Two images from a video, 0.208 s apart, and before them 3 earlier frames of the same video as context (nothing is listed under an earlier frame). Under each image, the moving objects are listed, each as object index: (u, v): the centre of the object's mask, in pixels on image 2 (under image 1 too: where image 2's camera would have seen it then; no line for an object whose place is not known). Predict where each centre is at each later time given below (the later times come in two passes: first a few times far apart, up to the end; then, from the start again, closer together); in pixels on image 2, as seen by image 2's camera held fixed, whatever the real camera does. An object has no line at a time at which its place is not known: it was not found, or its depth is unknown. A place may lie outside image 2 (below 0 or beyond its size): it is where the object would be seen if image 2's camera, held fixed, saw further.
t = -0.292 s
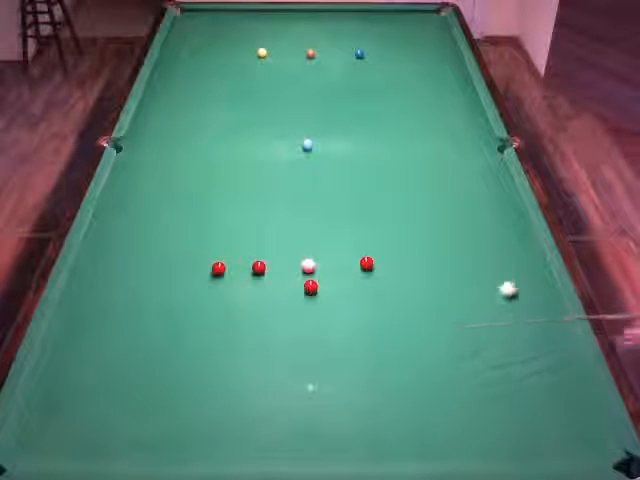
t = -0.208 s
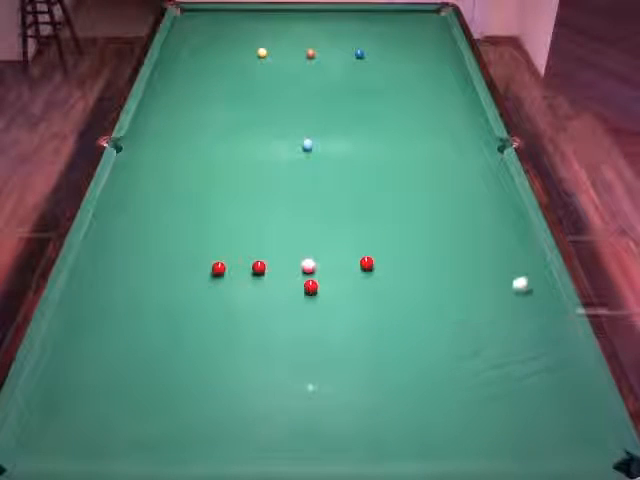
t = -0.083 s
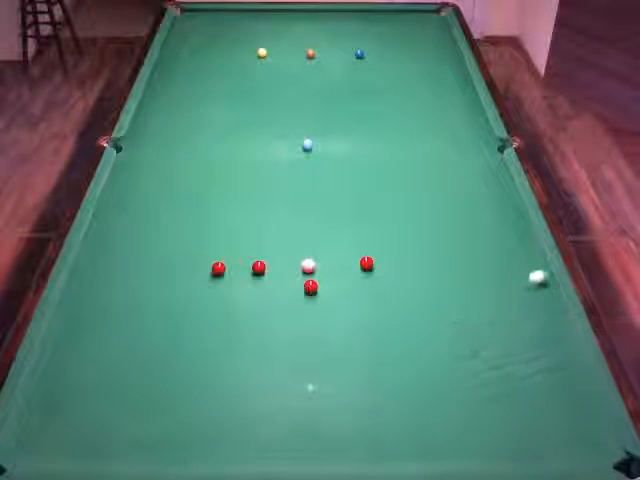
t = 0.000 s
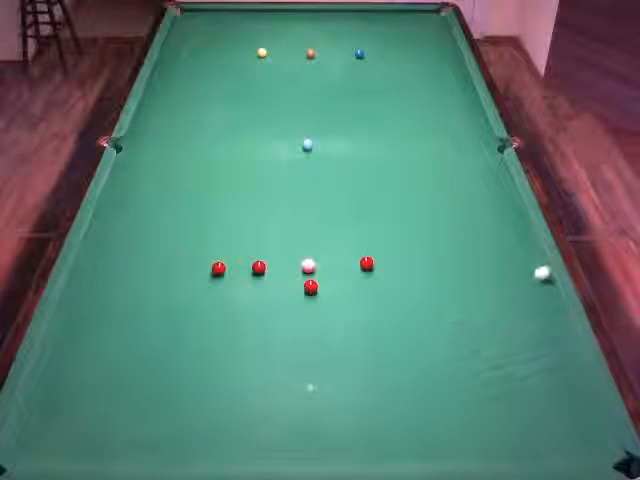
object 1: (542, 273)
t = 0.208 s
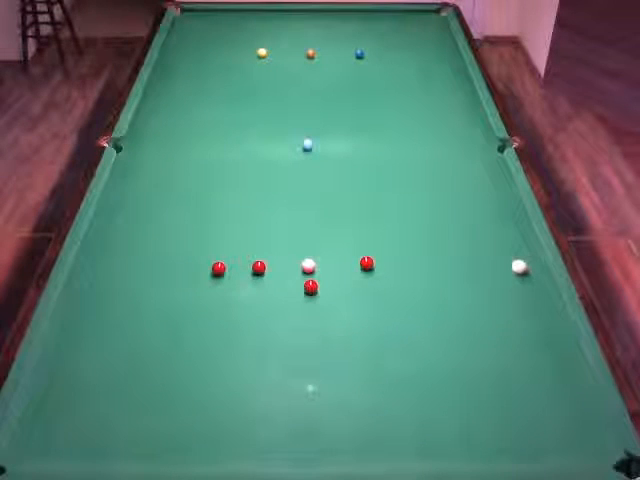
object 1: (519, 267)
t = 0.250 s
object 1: (514, 266)
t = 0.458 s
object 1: (495, 260)
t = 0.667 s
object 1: (475, 256)
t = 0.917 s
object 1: (452, 248)
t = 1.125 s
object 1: (436, 244)
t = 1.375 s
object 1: (418, 239)
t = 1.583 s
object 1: (405, 235)
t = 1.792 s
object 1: (392, 232)
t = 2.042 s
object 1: (380, 228)
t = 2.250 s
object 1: (371, 225)
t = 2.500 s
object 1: (360, 222)
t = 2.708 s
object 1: (353, 221)
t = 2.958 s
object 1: (347, 219)
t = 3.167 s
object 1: (343, 217)
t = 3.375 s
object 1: (340, 216)
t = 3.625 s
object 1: (337, 216)
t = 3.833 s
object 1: (336, 215)
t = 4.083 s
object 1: (336, 215)
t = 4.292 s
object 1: (336, 215)
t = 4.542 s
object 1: (336, 215)
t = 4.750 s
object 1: (336, 215)
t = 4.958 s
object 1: (336, 215)
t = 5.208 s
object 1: (336, 215)
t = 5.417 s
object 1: (336, 215)
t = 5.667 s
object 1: (336, 215)
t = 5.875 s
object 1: (336, 215)
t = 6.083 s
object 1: (336, 215)
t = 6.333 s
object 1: (336, 215)
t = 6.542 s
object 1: (336, 215)
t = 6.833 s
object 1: (336, 215)
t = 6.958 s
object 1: (336, 215)
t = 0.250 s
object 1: (514, 266)
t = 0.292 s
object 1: (510, 264)
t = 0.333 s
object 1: (506, 263)
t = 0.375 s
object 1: (502, 262)
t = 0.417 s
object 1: (497, 261)
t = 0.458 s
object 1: (495, 260)
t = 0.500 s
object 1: (489, 259)
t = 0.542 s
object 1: (487, 258)
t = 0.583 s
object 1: (483, 257)
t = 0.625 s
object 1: (479, 257)
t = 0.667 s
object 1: (475, 256)
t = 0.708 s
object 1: (471, 253)
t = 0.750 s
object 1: (466, 253)
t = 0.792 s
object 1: (463, 251)
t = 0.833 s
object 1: (459, 250)
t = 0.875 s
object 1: (455, 249)
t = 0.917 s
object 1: (452, 248)
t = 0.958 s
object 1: (448, 247)
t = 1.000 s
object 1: (445, 247)
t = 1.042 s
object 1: (441, 246)
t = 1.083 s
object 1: (439, 245)
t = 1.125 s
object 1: (436, 244)
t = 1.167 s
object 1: (433, 243)
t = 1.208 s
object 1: (430, 242)
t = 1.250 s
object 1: (427, 241)
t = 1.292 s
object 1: (423, 240)
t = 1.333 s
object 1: (421, 239)
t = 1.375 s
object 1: (418, 239)
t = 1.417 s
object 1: (415, 238)
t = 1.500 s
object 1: (409, 236)
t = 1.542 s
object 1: (407, 235)
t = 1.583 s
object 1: (405, 235)
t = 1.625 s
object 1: (402, 234)
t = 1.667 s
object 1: (399, 233)
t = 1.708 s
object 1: (397, 233)
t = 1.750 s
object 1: (394, 232)
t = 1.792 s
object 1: (392, 232)
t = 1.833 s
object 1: (390, 231)
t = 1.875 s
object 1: (388, 231)
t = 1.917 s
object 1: (386, 230)
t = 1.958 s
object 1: (384, 230)
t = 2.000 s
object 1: (382, 229)
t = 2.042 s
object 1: (380, 228)
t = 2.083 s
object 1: (378, 228)
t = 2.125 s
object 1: (376, 227)
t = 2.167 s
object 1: (374, 226)
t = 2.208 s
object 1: (373, 226)
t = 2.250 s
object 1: (371, 225)
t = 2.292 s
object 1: (369, 225)
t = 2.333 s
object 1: (367, 224)
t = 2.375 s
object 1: (365, 224)
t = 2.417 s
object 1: (364, 223)
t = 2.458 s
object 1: (362, 223)
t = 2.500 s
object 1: (360, 222)
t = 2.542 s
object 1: (360, 222)
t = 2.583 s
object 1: (358, 222)
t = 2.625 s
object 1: (357, 222)
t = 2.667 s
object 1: (356, 221)
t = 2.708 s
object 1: (353, 221)
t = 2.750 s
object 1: (353, 221)
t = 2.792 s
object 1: (352, 220)
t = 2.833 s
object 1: (350, 220)
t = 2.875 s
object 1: (349, 219)
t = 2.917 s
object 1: (348, 219)
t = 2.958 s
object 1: (347, 219)
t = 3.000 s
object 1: (346, 219)
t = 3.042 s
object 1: (345, 218)
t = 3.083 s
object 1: (345, 218)
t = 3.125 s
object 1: (344, 218)
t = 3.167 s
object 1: (343, 217)
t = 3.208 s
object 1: (342, 217)
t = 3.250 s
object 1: (342, 217)
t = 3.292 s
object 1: (341, 217)
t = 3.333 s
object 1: (340, 217)
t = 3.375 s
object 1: (340, 216)
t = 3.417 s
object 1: (339, 216)
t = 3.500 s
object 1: (338, 216)
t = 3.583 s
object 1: (337, 216)
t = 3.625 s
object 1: (337, 216)
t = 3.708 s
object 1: (336, 215)
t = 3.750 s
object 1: (336, 215)
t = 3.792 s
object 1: (336, 215)
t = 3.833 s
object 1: (336, 215)
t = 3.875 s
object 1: (336, 215)
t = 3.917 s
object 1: (336, 215)
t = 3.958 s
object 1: (336, 215)
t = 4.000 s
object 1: (336, 215)
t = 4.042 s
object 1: (336, 215)
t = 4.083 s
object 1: (336, 215)
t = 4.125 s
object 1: (336, 215)
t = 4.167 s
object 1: (336, 215)
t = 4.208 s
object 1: (336, 215)
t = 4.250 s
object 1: (336, 215)
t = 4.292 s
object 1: (336, 215)
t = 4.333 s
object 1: (336, 215)
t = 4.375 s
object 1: (336, 215)
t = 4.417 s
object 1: (336, 215)
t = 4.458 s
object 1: (336, 215)
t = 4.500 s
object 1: (336, 215)
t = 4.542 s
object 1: (336, 215)
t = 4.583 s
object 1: (336, 215)
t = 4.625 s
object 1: (336, 215)
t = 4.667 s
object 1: (336, 215)
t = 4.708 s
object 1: (336, 215)
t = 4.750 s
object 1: (336, 215)
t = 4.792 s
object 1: (336, 215)
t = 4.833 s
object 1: (336, 215)
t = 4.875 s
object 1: (336, 215)
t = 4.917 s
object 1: (336, 215)
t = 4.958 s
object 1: (336, 215)
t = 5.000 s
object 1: (336, 215)
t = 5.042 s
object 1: (336, 215)
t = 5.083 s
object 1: (336, 215)
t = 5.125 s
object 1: (336, 215)
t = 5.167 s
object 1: (336, 215)
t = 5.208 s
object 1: (336, 215)
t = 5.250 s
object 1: (336, 215)
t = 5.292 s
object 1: (336, 215)
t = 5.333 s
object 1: (336, 215)
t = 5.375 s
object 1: (336, 215)
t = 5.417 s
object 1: (336, 215)
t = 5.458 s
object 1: (336, 215)
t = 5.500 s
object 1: (336, 215)
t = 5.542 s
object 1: (336, 215)
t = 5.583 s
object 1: (336, 215)
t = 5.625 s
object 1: (336, 215)
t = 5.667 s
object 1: (336, 215)
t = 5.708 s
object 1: (336, 215)
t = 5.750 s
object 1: (336, 215)
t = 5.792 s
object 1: (336, 215)
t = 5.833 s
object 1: (336, 215)
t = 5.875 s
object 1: (336, 215)
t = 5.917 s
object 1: (336, 215)
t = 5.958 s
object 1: (336, 215)
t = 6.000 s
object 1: (336, 215)
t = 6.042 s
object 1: (336, 215)
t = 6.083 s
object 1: (336, 215)
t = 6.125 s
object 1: (336, 215)
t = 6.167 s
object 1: (336, 215)
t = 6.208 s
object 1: (336, 215)
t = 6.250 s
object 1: (336, 215)
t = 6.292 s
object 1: (336, 215)
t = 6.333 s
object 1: (336, 215)
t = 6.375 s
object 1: (336, 215)
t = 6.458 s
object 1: (336, 215)
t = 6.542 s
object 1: (336, 215)
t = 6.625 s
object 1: (336, 215)
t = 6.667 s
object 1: (336, 215)
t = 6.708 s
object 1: (336, 215)
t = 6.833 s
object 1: (336, 215)
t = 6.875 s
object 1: (336, 215)
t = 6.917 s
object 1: (336, 215)
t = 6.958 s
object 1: (336, 215)
